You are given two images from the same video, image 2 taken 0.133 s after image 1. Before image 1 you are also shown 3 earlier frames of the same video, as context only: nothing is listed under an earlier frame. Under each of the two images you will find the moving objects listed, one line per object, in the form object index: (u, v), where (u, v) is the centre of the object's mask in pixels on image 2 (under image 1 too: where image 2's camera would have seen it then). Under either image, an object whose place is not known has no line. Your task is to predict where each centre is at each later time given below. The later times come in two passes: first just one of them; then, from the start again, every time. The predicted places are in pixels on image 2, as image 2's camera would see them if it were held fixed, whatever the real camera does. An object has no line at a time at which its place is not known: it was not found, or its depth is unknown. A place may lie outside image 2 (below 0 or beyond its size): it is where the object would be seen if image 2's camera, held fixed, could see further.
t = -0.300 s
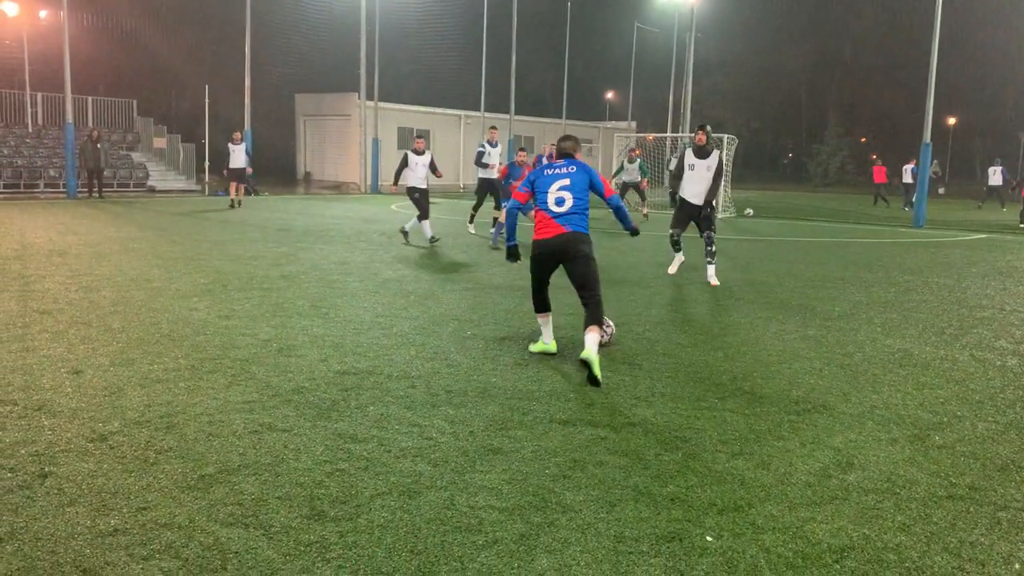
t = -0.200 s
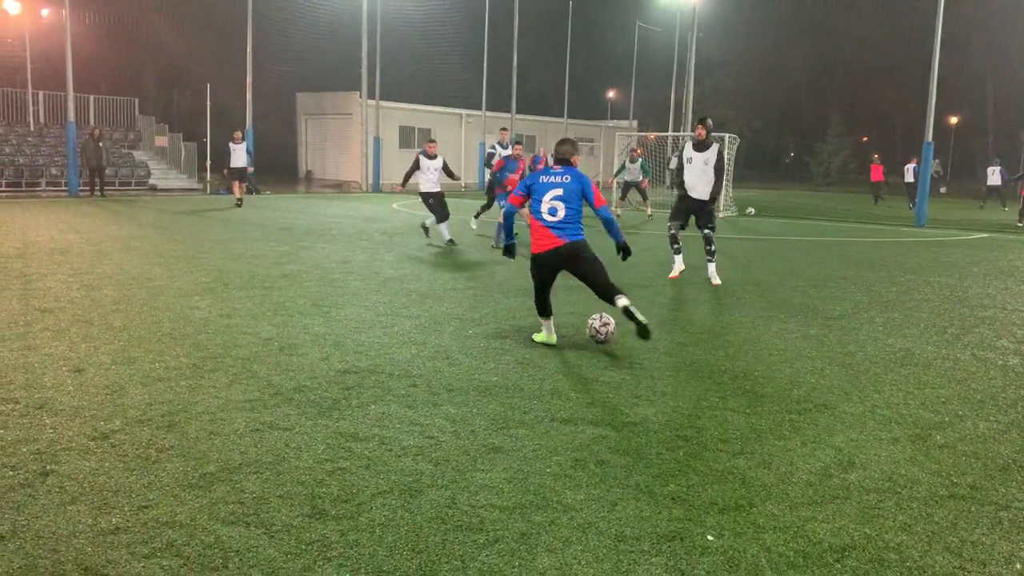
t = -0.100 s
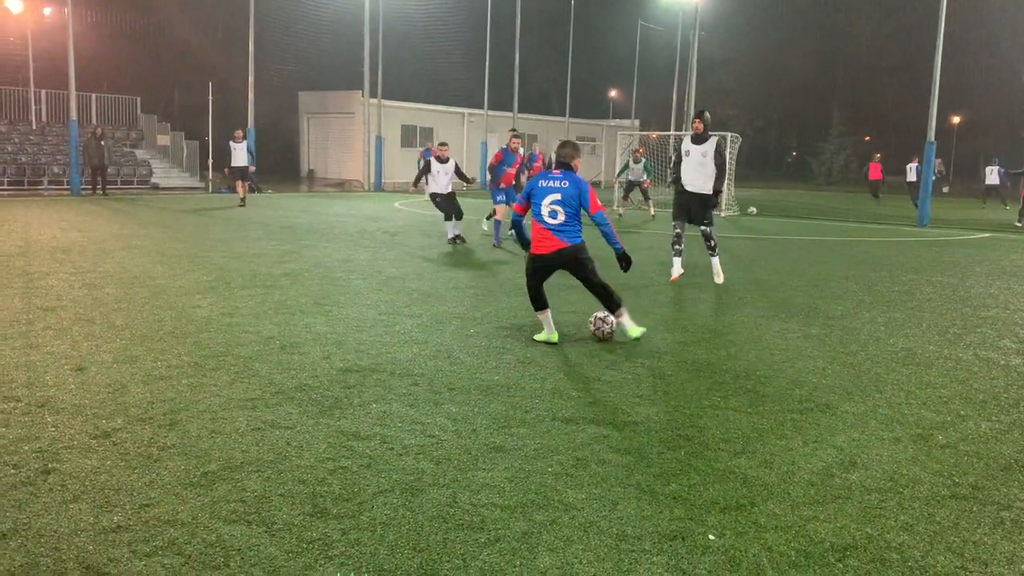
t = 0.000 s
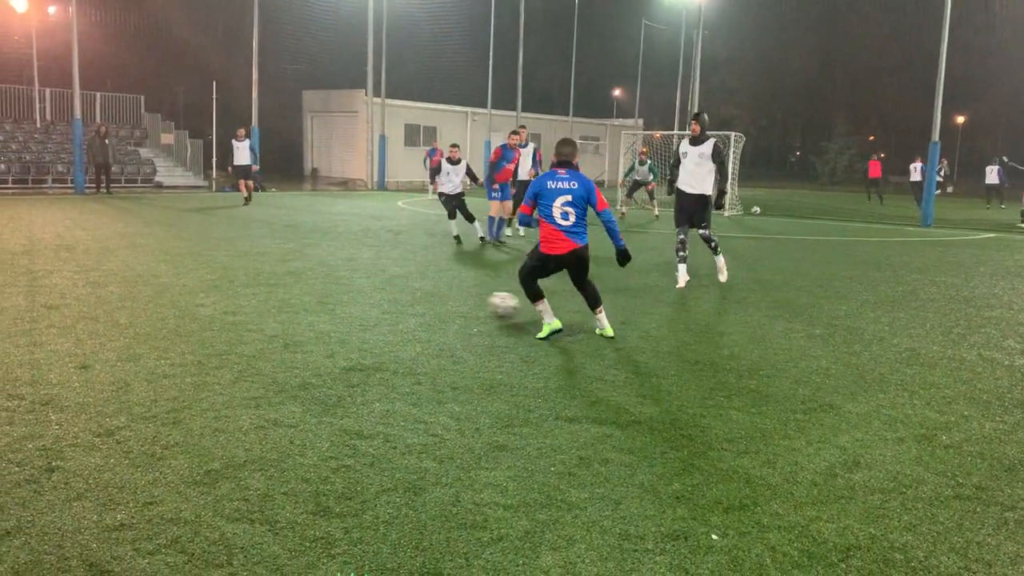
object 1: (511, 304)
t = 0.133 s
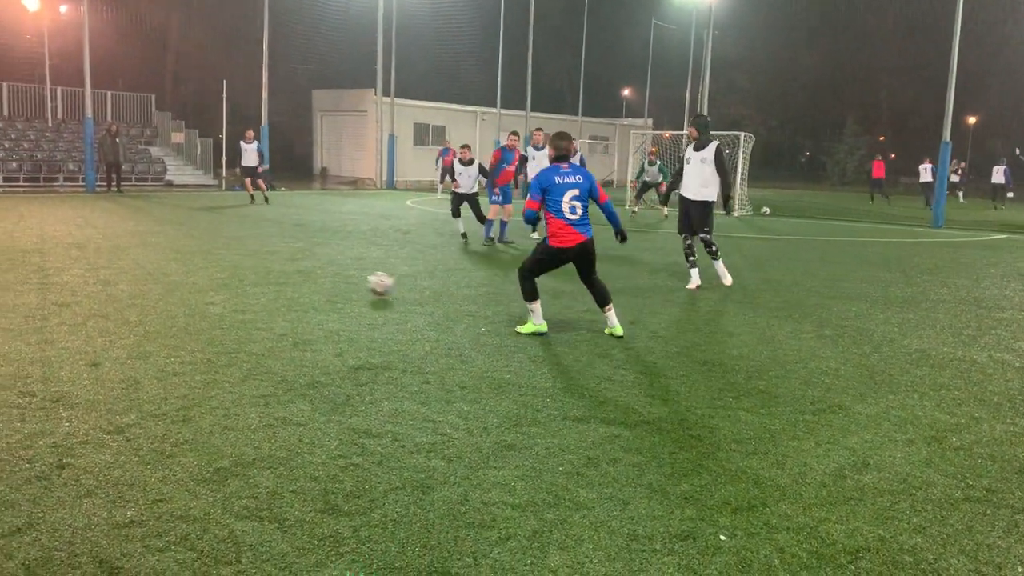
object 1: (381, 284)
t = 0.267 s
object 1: (281, 268)
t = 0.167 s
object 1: (353, 279)
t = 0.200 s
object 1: (328, 276)
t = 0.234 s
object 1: (302, 273)
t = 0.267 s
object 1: (281, 268)
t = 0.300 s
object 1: (260, 263)
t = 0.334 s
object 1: (241, 260)
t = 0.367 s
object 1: (222, 258)
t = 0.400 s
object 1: (204, 258)
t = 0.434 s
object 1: (188, 254)
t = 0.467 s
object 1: (173, 249)
